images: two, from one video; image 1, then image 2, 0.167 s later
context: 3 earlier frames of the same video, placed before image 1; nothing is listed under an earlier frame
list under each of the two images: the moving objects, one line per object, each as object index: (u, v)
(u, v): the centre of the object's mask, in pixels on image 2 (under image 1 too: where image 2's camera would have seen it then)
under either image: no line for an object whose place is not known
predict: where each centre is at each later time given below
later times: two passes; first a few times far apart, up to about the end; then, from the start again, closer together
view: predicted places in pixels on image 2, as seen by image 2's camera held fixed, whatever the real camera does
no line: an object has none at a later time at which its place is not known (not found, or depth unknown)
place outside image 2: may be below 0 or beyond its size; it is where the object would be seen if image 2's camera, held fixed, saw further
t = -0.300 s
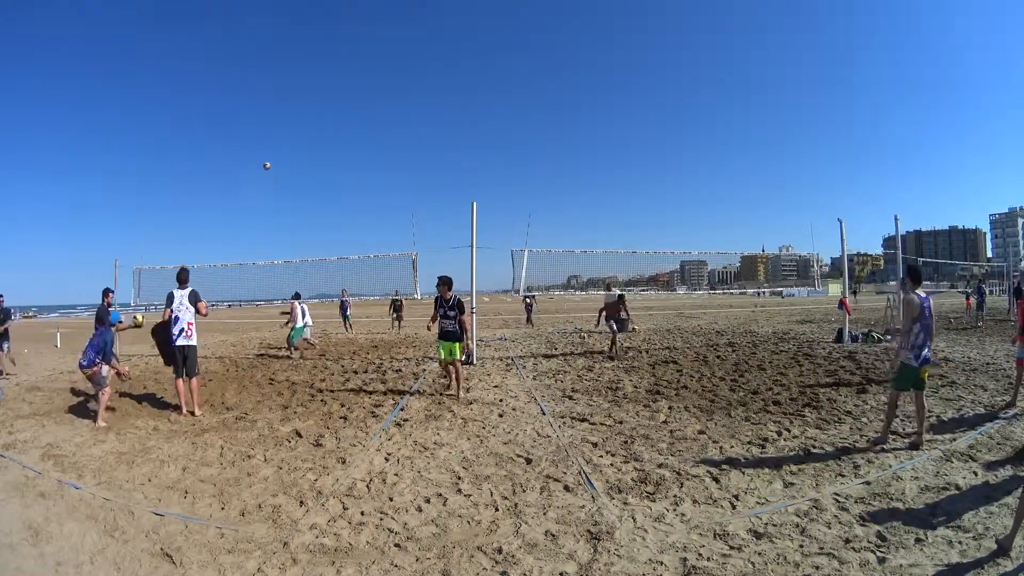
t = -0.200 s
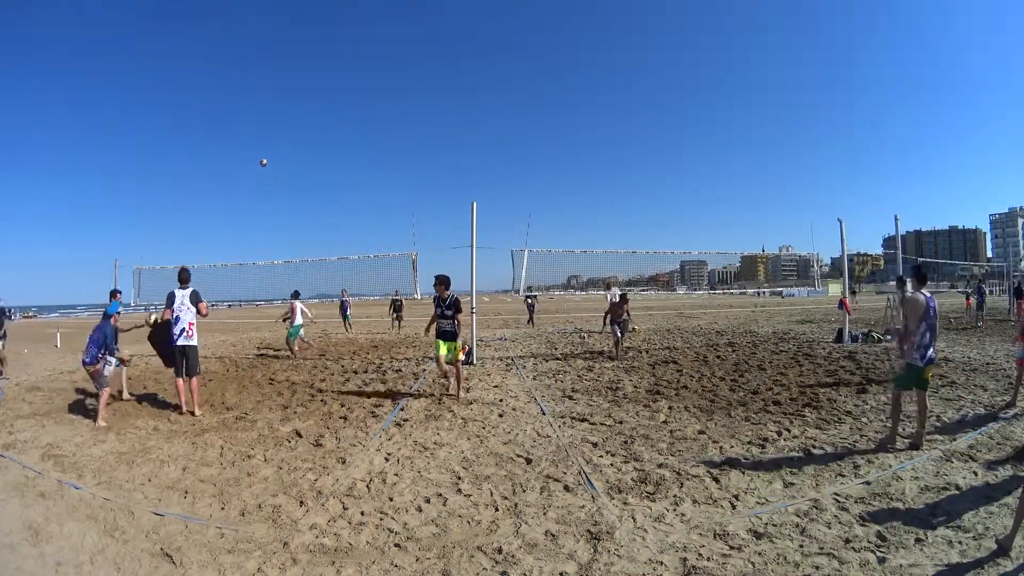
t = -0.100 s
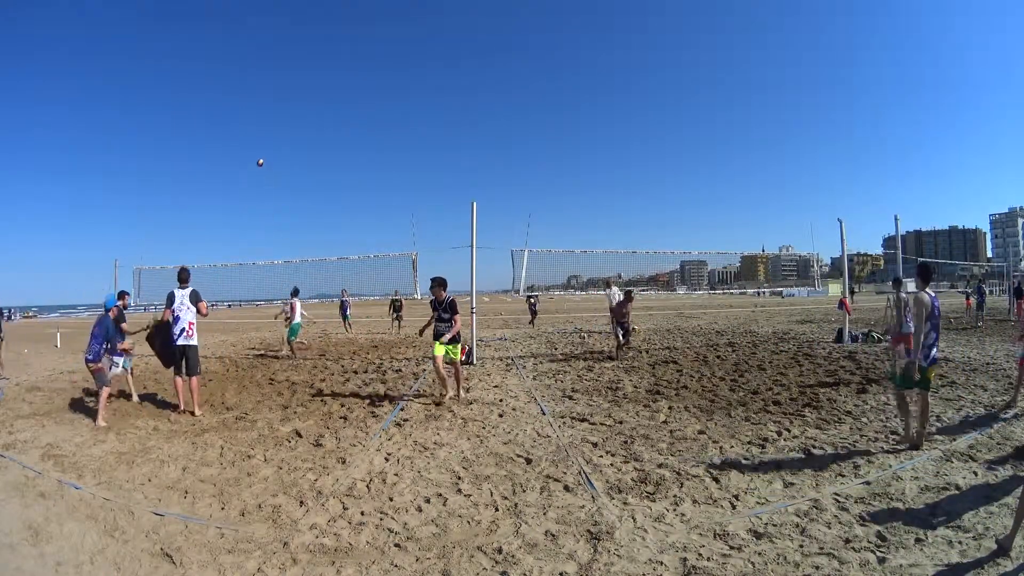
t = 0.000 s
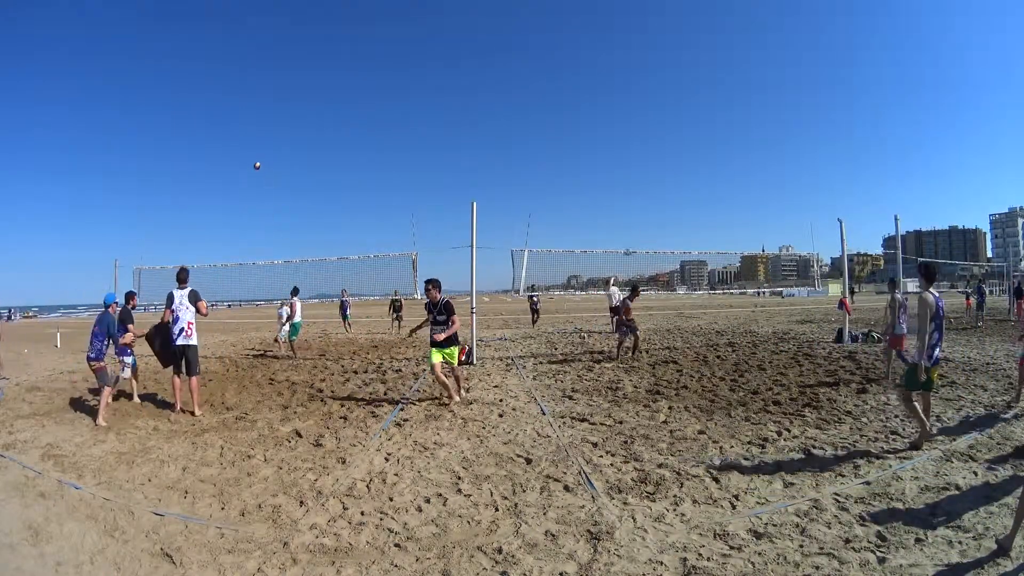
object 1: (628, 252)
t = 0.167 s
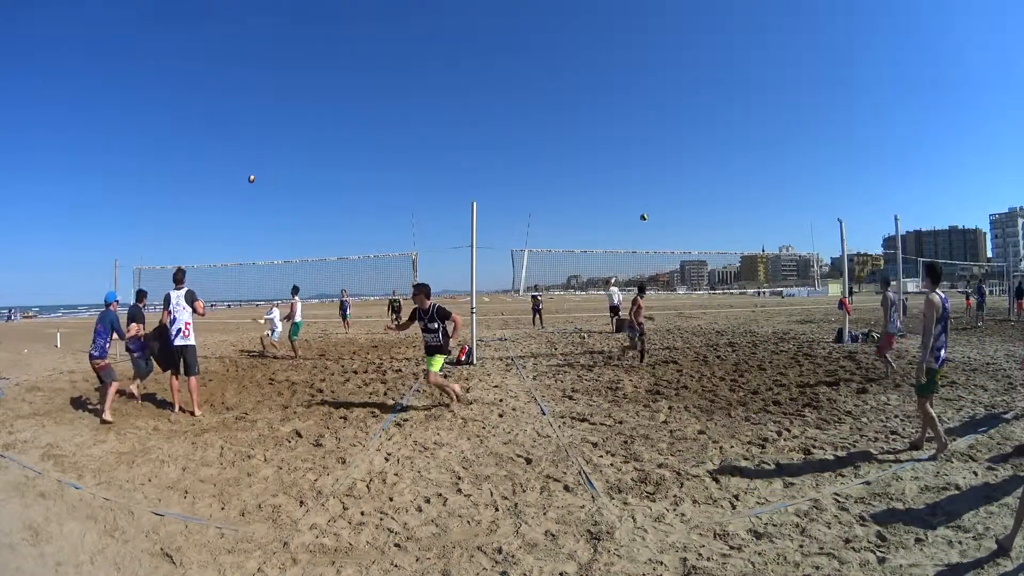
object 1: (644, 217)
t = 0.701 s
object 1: (710, 160)
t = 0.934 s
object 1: (752, 170)
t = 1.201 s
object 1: (814, 225)
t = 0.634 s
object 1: (700, 162)
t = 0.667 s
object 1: (705, 161)
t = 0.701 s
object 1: (710, 160)
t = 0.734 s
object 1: (716, 160)
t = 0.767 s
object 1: (721, 161)
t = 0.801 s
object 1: (727, 161)
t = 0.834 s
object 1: (733, 163)
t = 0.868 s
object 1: (740, 165)
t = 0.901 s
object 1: (745, 166)
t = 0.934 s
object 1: (752, 170)
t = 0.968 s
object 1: (760, 175)
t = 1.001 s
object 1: (767, 180)
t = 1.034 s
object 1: (774, 185)
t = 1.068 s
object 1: (781, 191)
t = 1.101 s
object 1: (790, 198)
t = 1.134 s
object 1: (797, 207)
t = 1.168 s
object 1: (805, 215)
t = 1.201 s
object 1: (814, 225)
